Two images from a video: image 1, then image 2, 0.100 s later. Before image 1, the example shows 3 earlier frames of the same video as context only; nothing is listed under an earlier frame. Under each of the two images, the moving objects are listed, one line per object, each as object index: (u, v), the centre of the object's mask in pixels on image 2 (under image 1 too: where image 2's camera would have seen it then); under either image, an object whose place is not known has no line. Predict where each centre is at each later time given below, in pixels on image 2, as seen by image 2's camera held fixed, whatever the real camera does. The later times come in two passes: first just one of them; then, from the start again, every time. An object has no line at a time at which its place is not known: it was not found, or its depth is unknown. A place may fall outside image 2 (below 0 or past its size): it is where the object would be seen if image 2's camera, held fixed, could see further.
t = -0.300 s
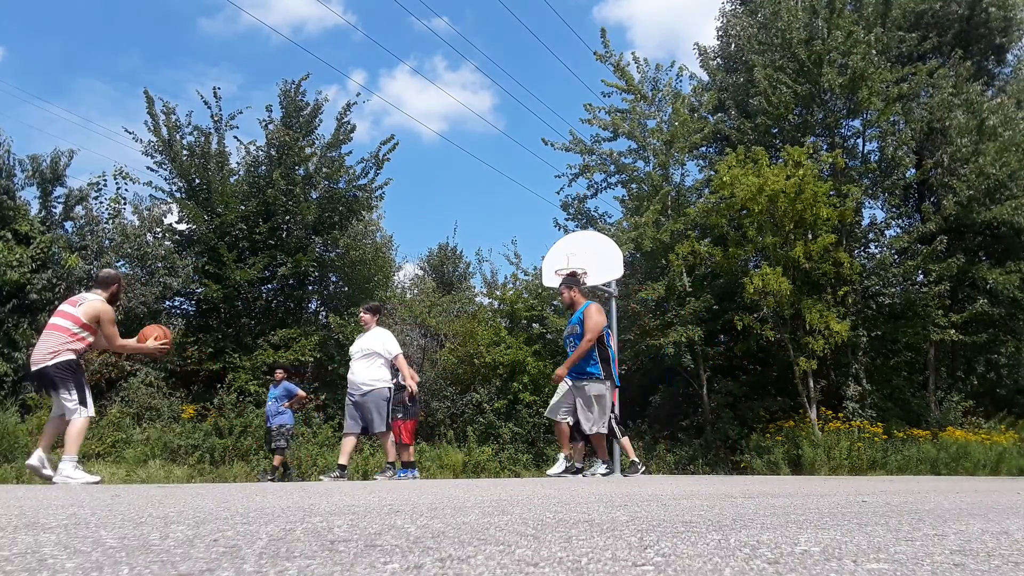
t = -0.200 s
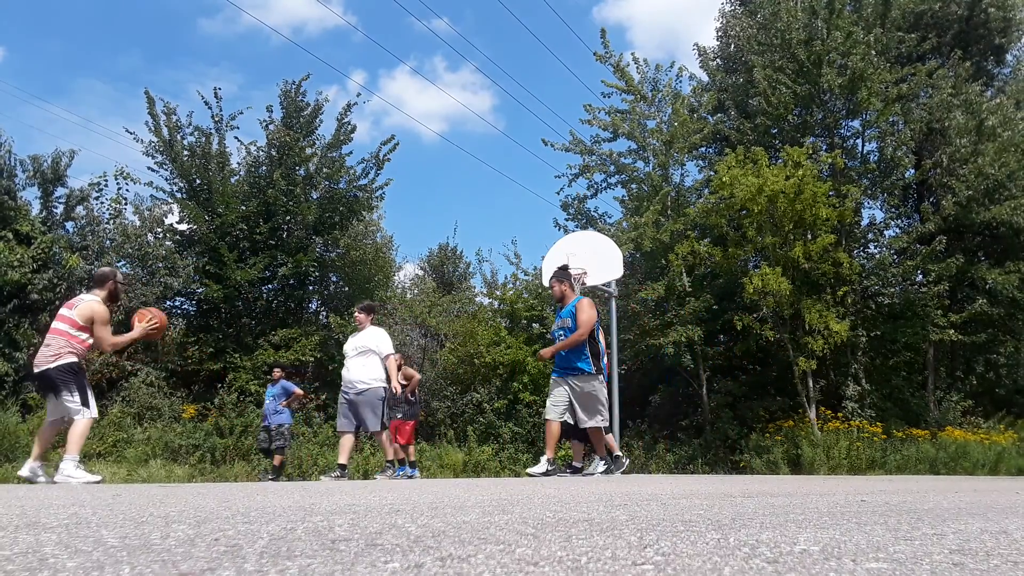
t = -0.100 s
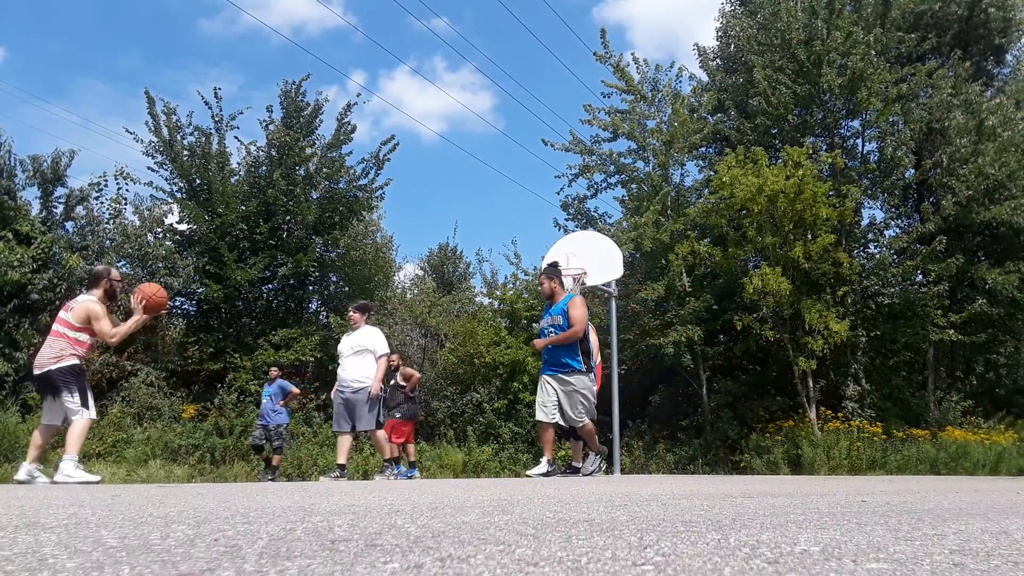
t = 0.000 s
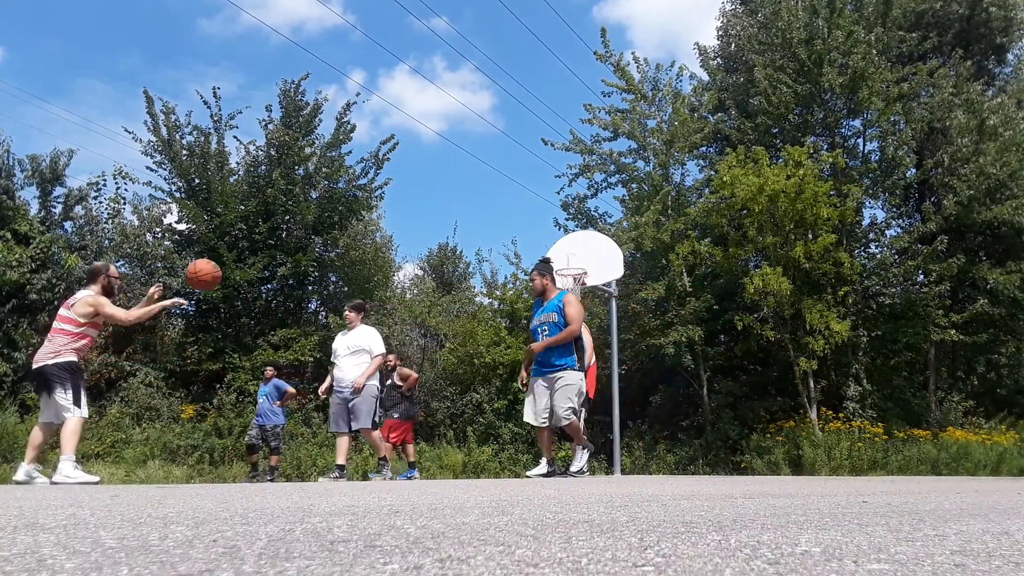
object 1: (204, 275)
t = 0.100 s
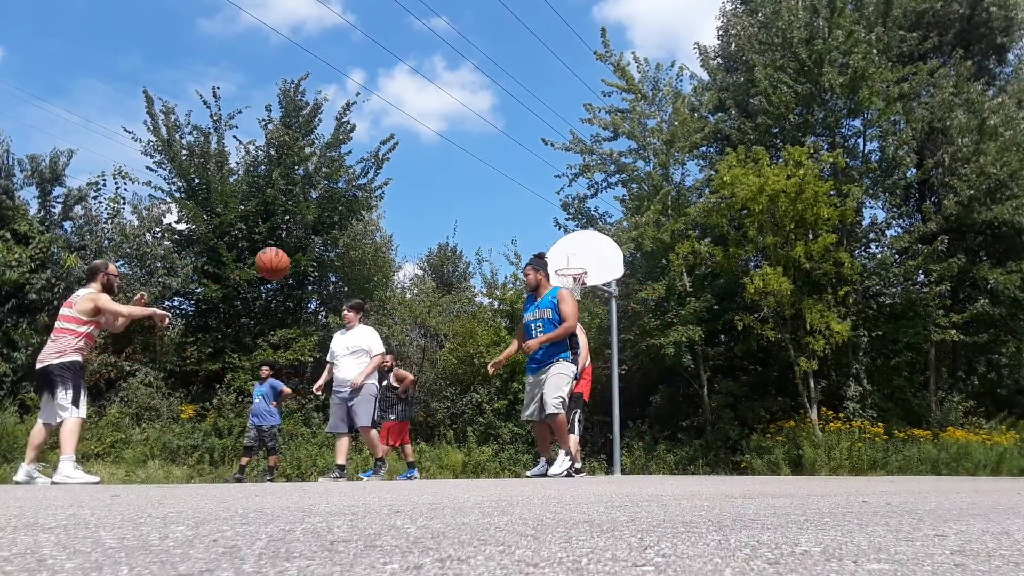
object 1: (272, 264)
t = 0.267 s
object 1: (382, 271)
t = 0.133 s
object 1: (295, 262)
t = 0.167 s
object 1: (317, 263)
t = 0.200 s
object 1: (339, 264)
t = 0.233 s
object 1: (360, 267)
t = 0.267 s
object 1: (382, 271)
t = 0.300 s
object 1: (403, 278)
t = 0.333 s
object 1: (424, 284)
